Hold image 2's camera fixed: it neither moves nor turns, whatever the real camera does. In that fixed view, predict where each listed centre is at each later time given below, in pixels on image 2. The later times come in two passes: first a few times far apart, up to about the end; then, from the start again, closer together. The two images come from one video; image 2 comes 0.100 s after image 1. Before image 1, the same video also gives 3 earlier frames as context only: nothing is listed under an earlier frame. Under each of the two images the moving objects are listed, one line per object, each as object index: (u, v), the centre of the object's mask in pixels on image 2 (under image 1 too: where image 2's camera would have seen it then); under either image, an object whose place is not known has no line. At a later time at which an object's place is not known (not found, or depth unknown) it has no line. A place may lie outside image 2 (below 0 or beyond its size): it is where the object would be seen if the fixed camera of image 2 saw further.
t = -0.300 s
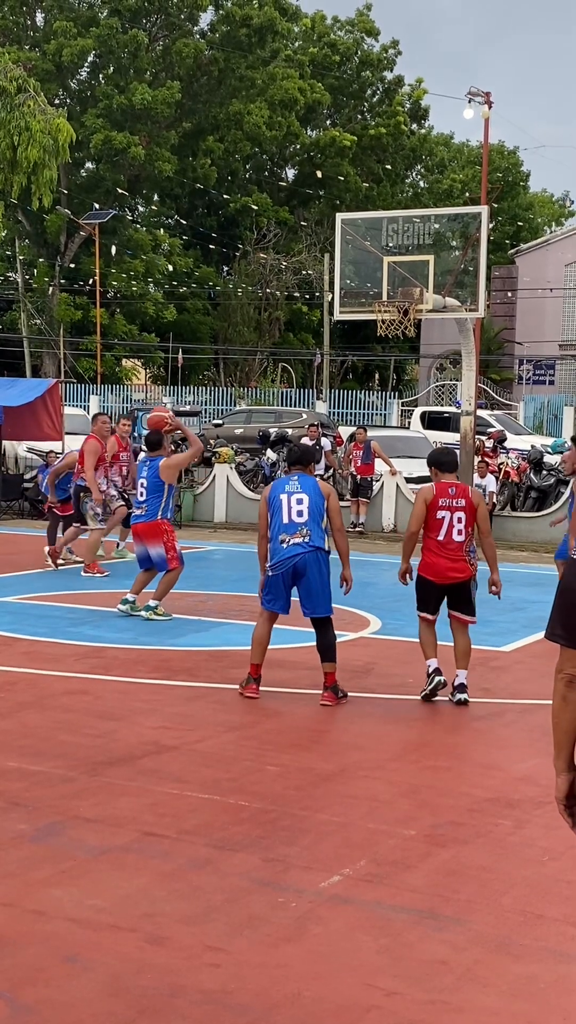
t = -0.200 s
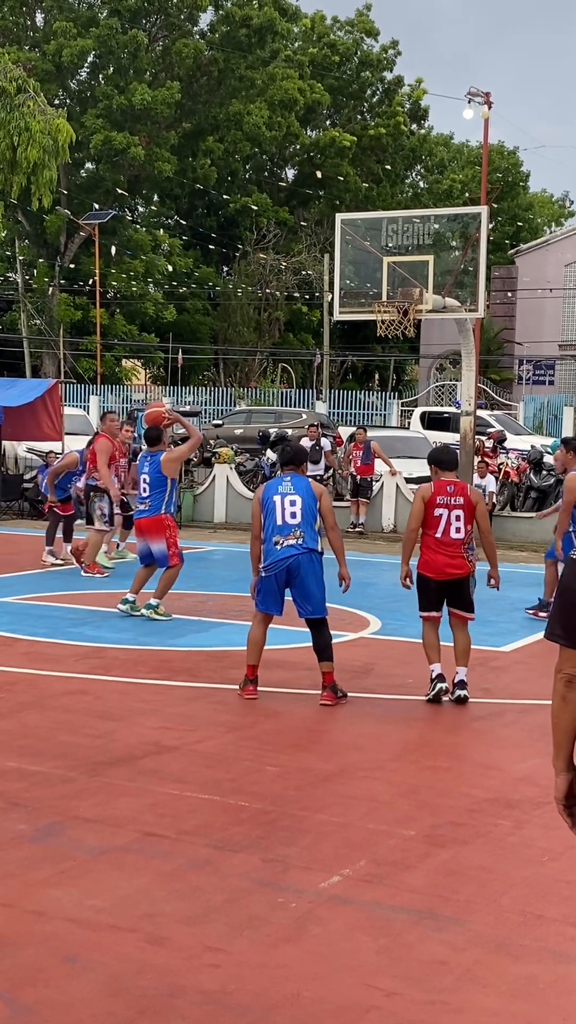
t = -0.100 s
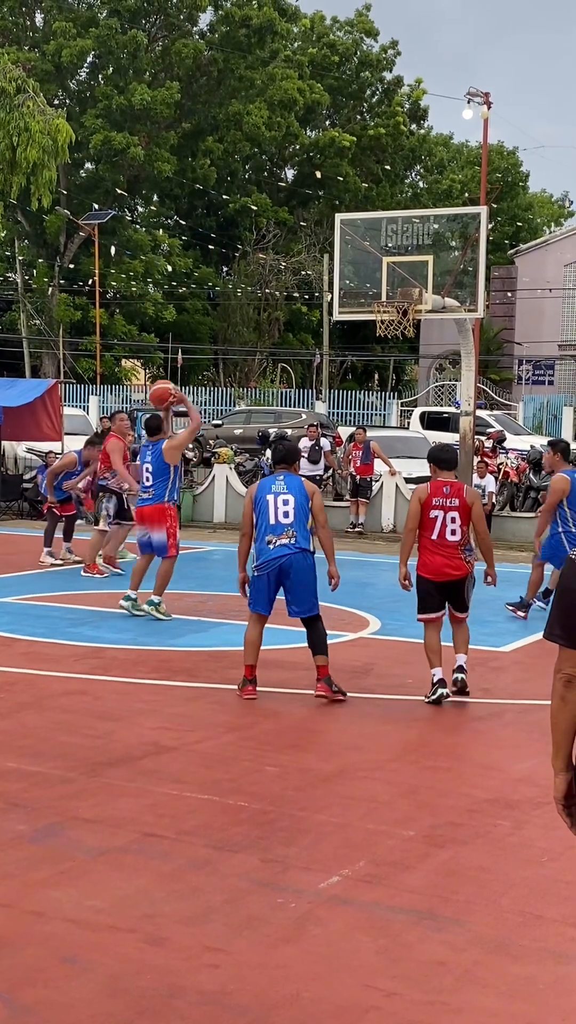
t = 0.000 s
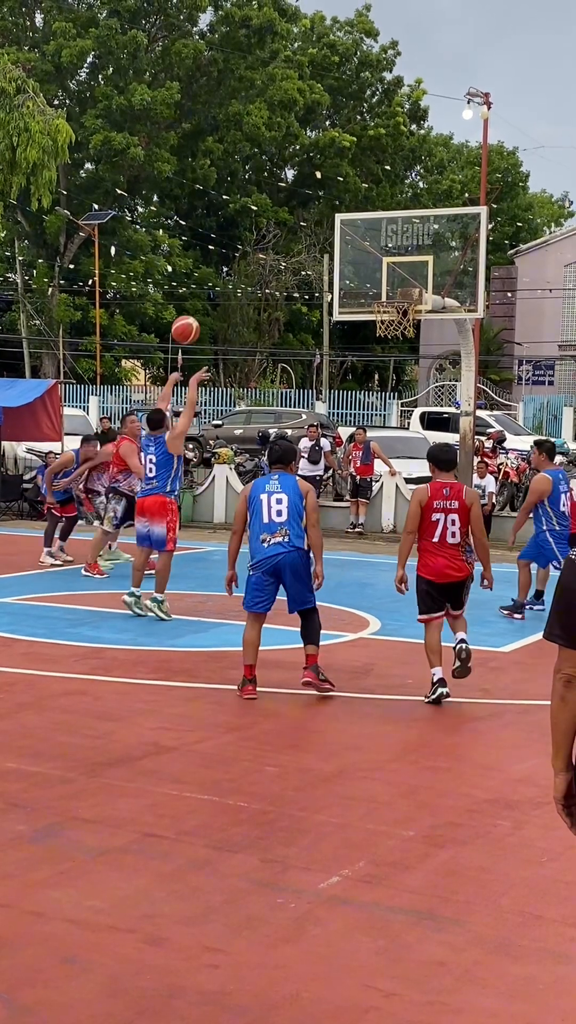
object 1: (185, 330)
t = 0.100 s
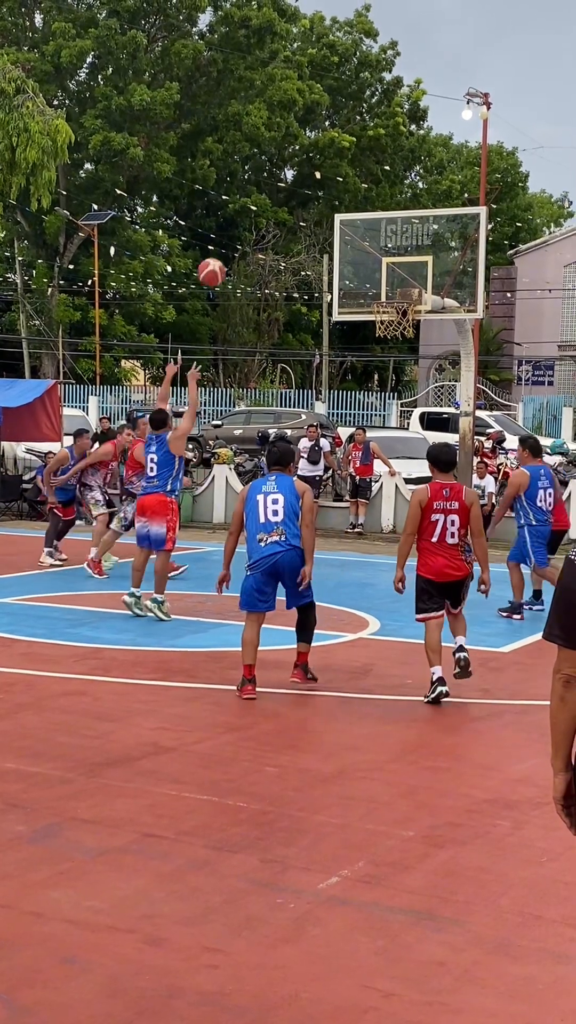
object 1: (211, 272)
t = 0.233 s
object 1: (244, 217)
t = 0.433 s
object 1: (289, 175)
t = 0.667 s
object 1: (332, 181)
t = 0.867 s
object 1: (363, 225)
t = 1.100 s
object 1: (394, 313)
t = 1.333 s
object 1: (417, 419)
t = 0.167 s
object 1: (228, 242)
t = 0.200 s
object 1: (236, 228)
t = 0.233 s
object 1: (244, 217)
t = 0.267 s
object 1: (252, 207)
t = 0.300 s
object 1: (260, 198)
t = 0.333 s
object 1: (268, 191)
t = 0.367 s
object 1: (275, 184)
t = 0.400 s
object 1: (282, 179)
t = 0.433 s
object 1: (289, 175)
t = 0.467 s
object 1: (295, 173)
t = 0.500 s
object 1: (302, 171)
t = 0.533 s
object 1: (308, 171)
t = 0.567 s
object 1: (314, 172)
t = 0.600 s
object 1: (321, 174)
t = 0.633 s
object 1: (326, 177)
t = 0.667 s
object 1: (332, 181)
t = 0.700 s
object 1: (337, 186)
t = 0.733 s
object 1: (342, 192)
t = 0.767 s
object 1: (348, 199)
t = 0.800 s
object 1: (353, 206)
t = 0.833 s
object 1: (358, 215)
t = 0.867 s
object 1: (363, 225)
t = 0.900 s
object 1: (368, 235)
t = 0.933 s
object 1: (372, 246)
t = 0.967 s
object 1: (377, 259)
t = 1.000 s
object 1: (381, 271)
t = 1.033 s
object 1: (385, 286)
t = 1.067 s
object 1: (389, 297)
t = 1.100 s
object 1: (394, 313)
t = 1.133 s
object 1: (397, 325)
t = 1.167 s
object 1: (402, 341)
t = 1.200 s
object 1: (405, 355)
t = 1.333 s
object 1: (417, 419)
